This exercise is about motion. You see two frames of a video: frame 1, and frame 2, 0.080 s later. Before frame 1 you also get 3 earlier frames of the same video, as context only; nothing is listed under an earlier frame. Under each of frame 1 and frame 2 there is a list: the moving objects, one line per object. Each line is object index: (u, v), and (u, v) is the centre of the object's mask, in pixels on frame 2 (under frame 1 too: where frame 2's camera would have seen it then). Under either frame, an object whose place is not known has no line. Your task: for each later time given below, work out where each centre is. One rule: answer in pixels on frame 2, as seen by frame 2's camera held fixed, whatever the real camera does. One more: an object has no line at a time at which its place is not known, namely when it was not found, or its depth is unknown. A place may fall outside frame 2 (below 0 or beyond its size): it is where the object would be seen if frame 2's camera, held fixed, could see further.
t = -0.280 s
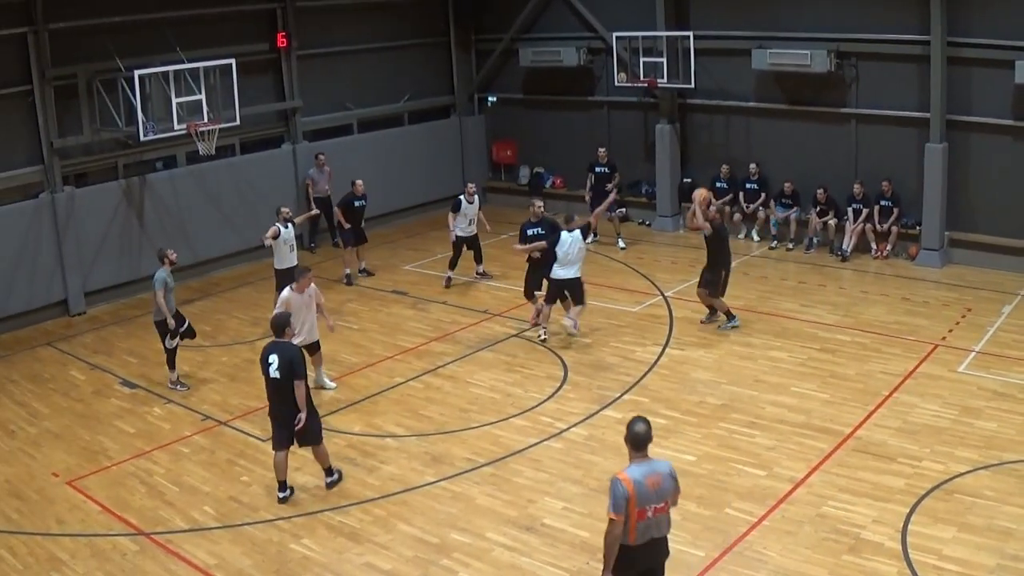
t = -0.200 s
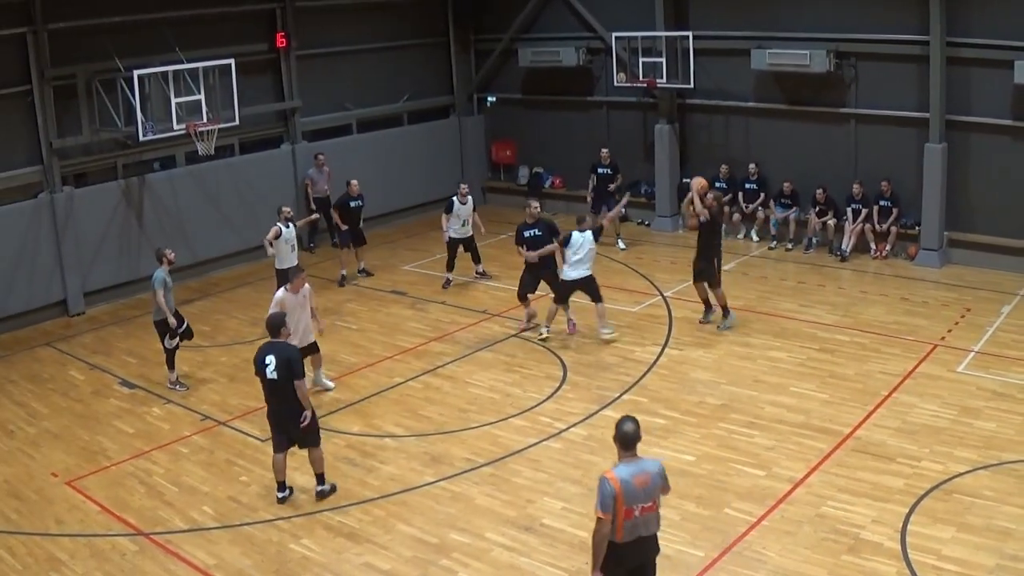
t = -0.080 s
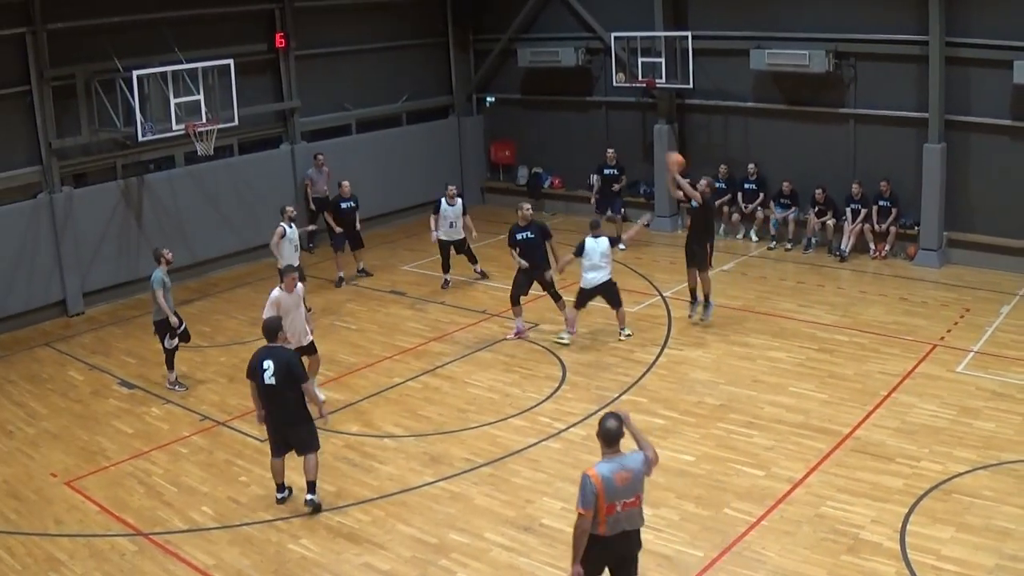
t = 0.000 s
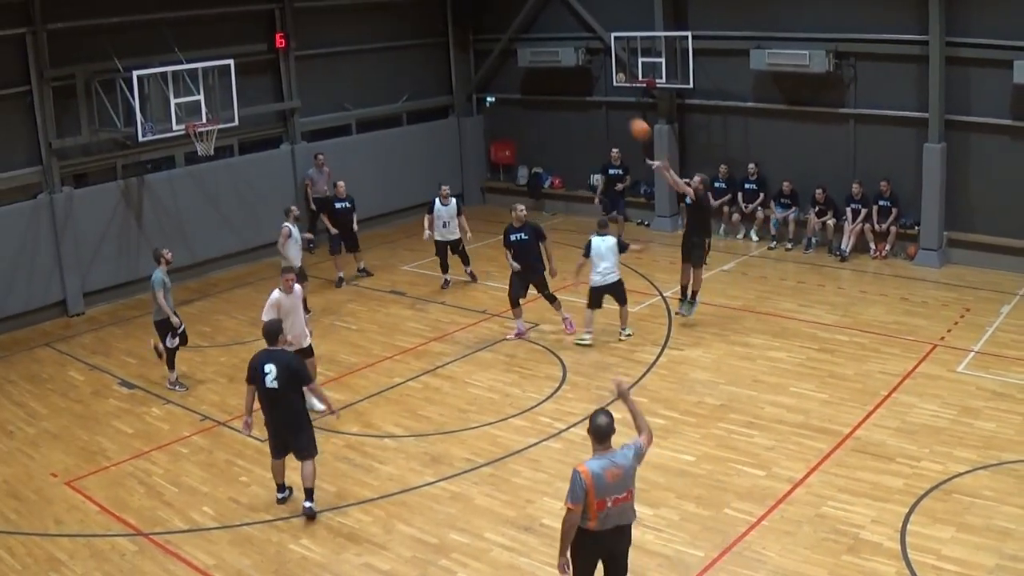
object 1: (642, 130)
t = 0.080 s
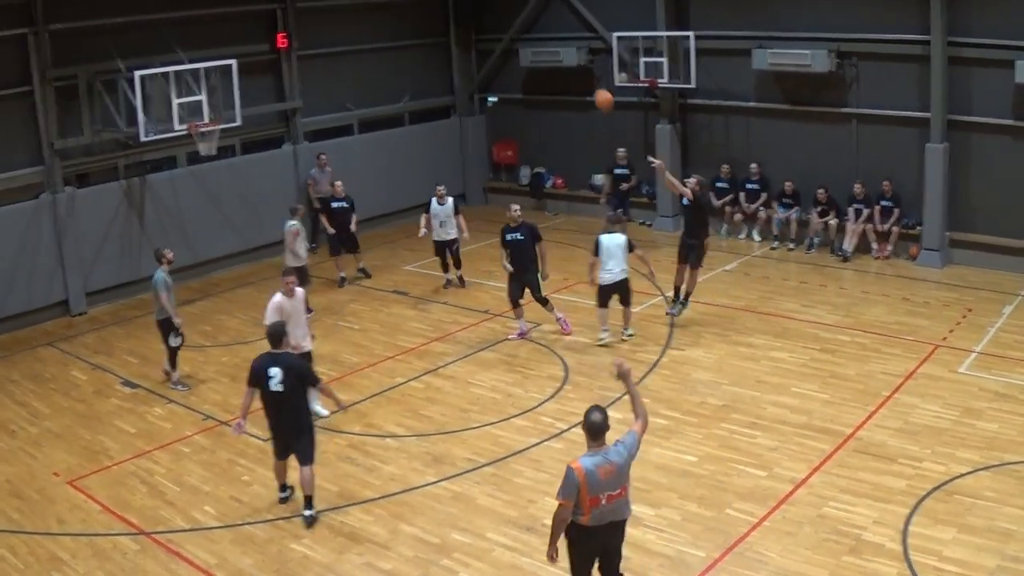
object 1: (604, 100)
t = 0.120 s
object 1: (584, 87)
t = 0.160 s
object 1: (566, 74)
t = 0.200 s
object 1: (549, 62)
